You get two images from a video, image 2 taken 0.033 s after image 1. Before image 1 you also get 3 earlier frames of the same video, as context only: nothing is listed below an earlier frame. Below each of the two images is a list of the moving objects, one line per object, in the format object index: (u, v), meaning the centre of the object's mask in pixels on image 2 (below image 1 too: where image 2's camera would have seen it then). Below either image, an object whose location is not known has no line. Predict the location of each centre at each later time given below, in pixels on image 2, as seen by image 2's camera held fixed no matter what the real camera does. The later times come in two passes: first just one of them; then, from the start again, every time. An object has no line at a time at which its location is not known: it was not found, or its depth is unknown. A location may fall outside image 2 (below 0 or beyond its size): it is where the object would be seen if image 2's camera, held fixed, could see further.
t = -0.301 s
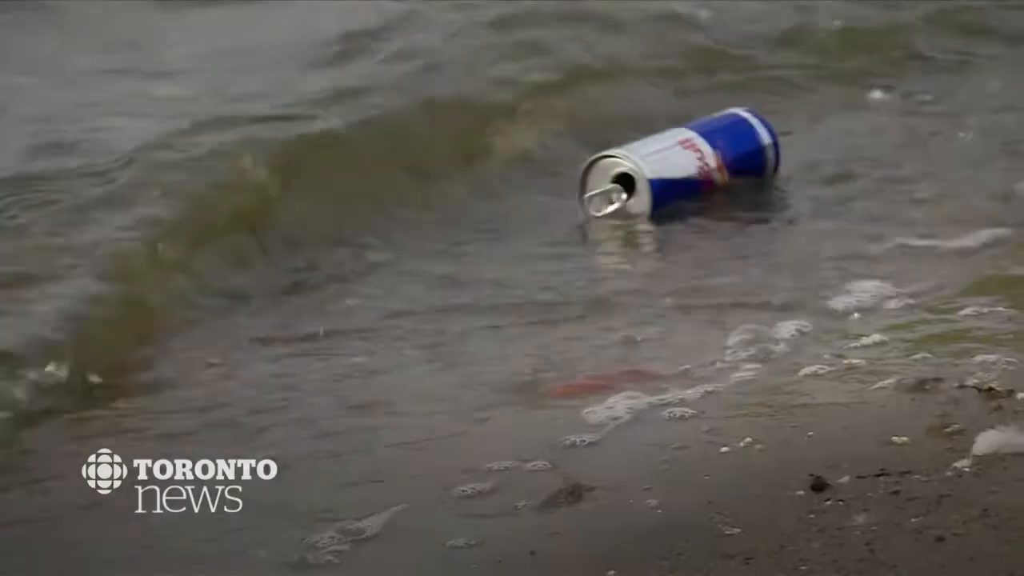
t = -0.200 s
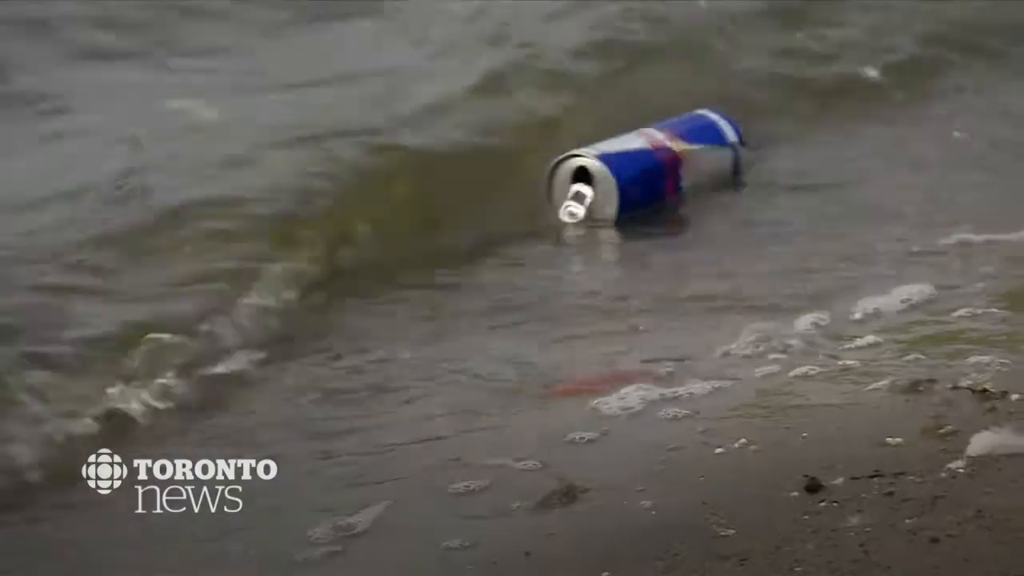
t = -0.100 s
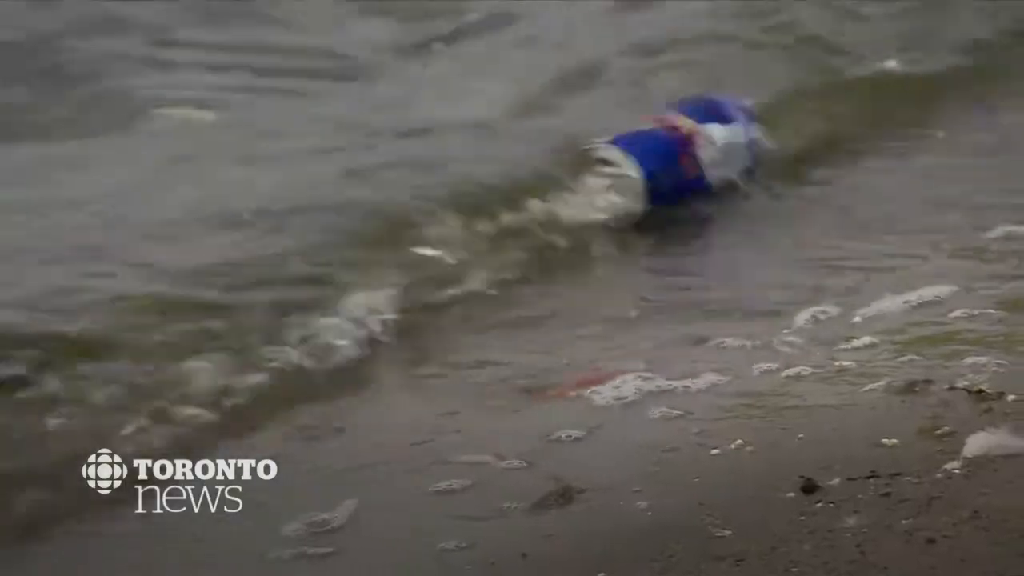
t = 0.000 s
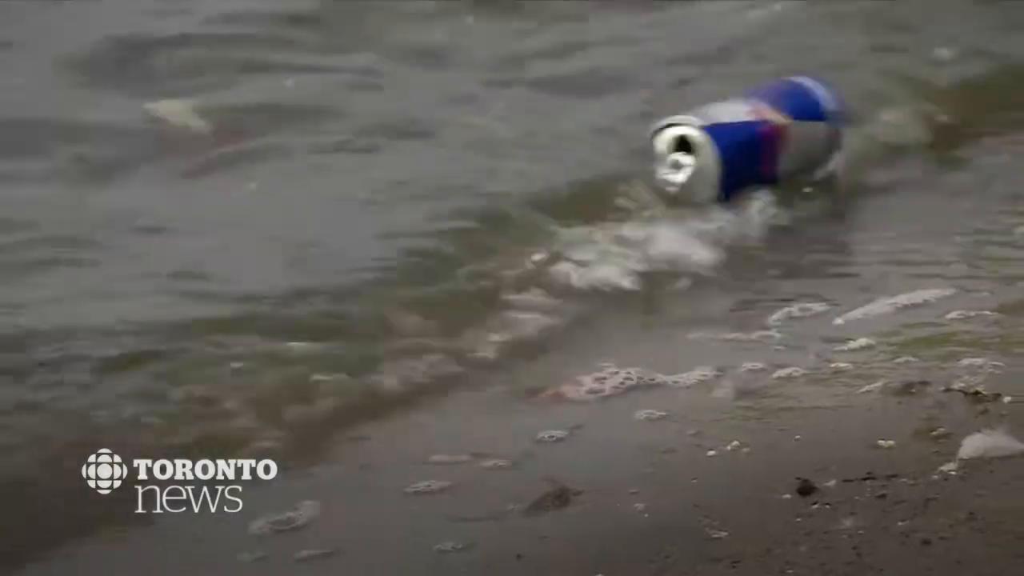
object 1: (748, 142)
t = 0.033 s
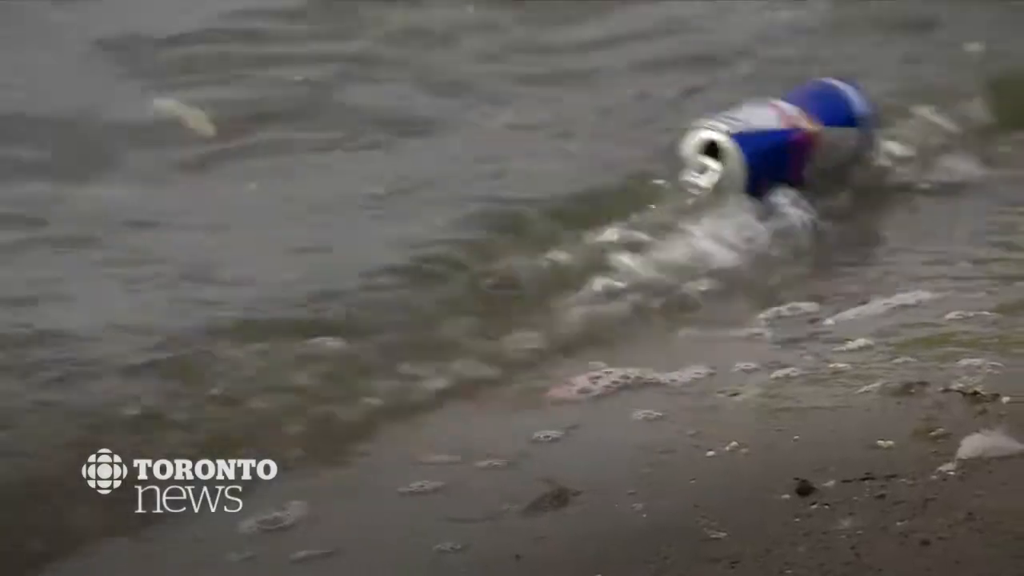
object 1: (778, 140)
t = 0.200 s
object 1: (918, 166)
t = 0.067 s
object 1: (811, 145)
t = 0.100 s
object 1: (846, 152)
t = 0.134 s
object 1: (880, 157)
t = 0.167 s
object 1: (903, 164)
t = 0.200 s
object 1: (918, 166)
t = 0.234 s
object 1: (930, 169)
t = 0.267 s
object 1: (939, 170)
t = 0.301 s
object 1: (947, 172)
